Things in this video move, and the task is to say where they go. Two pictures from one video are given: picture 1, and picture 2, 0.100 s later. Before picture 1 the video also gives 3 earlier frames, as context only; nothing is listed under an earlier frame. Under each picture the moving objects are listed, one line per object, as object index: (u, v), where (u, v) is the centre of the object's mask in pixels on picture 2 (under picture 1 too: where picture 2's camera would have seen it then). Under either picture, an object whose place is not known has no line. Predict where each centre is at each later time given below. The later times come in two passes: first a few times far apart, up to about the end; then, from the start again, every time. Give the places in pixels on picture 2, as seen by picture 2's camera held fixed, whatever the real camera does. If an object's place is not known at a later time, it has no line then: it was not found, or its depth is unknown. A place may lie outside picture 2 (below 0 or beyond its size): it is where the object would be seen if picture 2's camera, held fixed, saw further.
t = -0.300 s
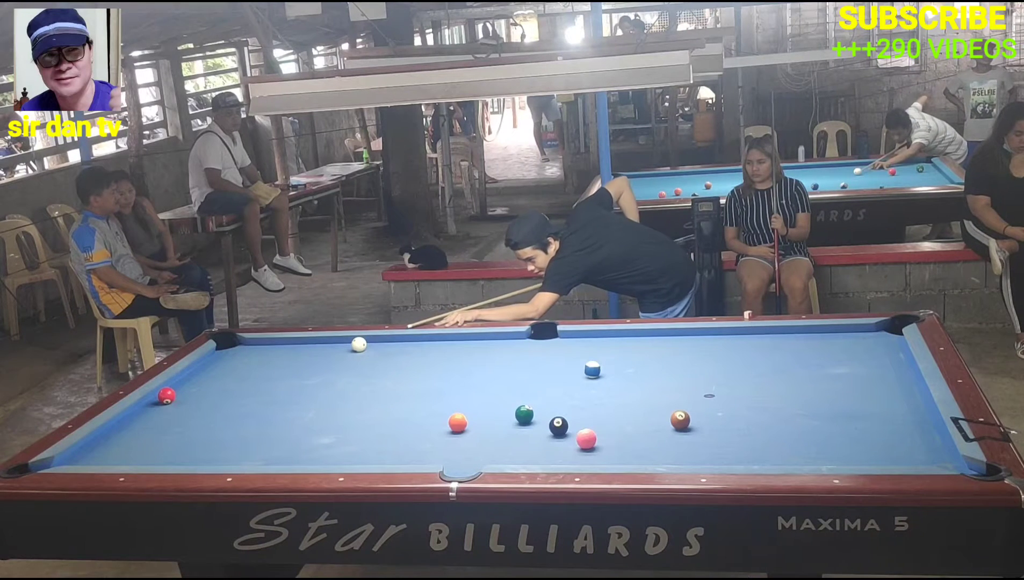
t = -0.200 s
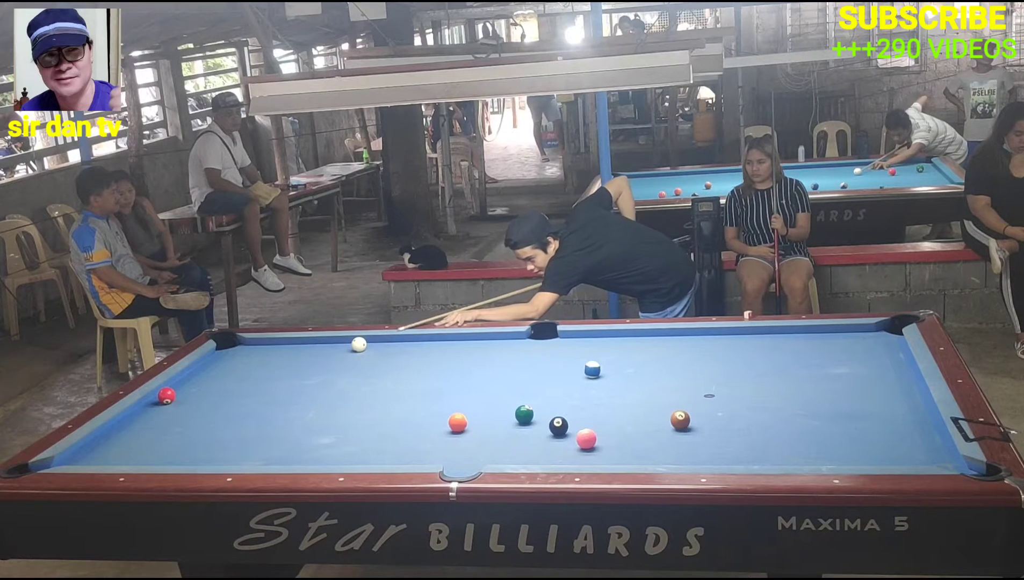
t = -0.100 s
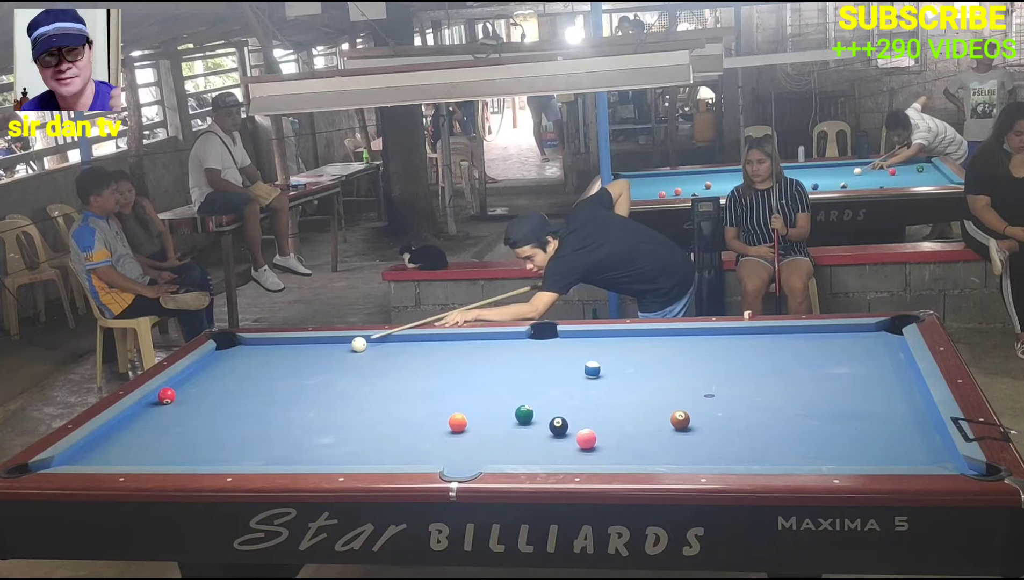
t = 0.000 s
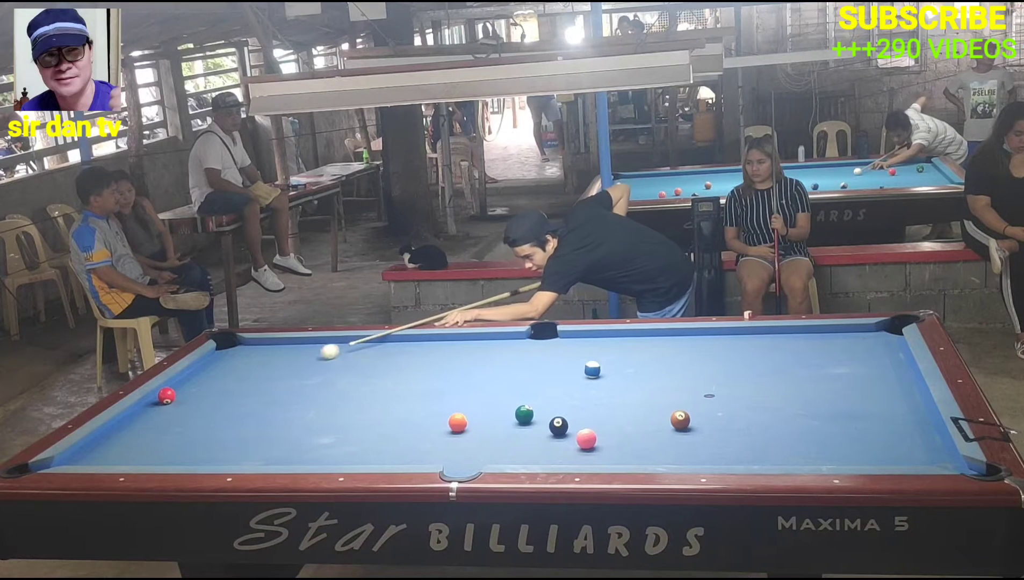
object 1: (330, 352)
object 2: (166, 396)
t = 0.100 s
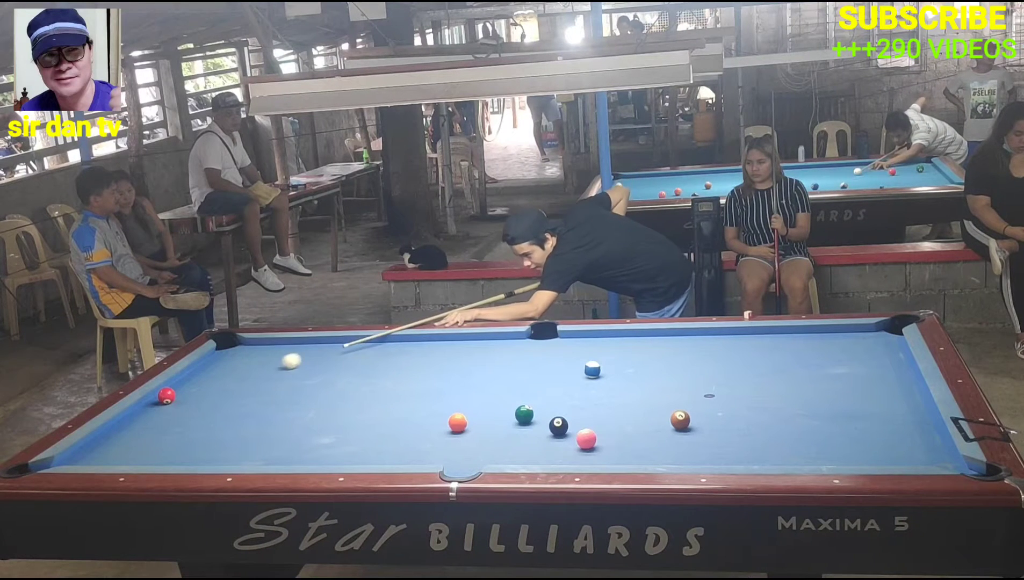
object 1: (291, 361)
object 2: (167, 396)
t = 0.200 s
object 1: (251, 371)
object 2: (166, 396)
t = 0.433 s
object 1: (163, 389)
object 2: (158, 401)
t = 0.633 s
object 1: (189, 391)
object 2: (134, 416)
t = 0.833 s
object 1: (217, 391)
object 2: (108, 431)
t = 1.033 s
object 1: (245, 391)
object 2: (82, 447)
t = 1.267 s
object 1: (276, 392)
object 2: (58, 461)
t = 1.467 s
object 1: (302, 392)
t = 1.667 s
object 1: (328, 393)
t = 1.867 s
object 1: (353, 393)
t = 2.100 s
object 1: (381, 393)
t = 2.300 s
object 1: (403, 393)
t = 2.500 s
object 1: (426, 393)
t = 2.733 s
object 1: (450, 394)
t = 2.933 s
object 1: (470, 394)
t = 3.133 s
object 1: (489, 395)
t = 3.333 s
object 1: (507, 395)
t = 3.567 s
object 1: (528, 395)
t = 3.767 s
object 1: (544, 395)
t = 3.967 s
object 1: (559, 396)
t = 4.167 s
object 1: (573, 396)
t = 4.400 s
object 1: (589, 396)
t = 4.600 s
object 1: (601, 396)
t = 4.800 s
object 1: (612, 396)
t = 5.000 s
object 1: (622, 396)
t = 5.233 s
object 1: (632, 396)
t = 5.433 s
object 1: (640, 396)
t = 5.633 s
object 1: (646, 396)
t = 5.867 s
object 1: (653, 396)
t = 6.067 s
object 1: (657, 396)
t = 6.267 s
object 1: (660, 396)
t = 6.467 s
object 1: (662, 397)
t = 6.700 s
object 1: (662, 396)
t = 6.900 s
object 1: (662, 397)
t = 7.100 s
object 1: (661, 397)
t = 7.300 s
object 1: (661, 397)
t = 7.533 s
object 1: (661, 397)
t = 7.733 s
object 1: (661, 397)
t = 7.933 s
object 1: (660, 397)
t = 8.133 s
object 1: (660, 397)
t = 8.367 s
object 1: (660, 397)
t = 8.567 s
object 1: (661, 397)
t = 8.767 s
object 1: (661, 397)
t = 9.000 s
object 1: (661, 397)
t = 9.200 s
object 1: (661, 397)
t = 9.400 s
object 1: (661, 397)
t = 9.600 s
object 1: (661, 397)
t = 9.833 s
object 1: (661, 397)
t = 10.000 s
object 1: (661, 397)
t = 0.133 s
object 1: (278, 365)
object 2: (166, 396)
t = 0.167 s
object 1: (265, 368)
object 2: (167, 396)
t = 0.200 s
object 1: (251, 371)
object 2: (166, 396)
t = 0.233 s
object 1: (238, 375)
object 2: (167, 396)
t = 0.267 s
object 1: (224, 378)
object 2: (166, 396)
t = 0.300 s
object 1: (210, 381)
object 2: (166, 396)
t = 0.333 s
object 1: (196, 385)
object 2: (167, 396)
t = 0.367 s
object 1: (183, 388)
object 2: (166, 396)
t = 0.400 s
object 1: (173, 389)
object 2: (163, 398)
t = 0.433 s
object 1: (163, 389)
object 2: (158, 401)
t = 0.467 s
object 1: (165, 390)
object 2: (154, 403)
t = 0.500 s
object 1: (170, 390)
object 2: (150, 406)
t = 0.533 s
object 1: (175, 390)
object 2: (146, 408)
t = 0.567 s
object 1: (179, 391)
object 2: (142, 411)
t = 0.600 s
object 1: (184, 391)
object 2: (138, 413)
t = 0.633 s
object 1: (189, 391)
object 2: (134, 416)
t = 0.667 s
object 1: (194, 391)
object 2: (129, 418)
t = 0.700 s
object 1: (198, 391)
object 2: (125, 421)
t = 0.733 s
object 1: (203, 391)
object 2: (121, 423)
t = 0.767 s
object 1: (207, 391)
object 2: (117, 426)
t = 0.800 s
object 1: (212, 391)
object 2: (113, 428)
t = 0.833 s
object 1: (217, 391)
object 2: (108, 431)
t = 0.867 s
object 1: (222, 391)
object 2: (104, 433)
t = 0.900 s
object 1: (226, 391)
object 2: (100, 436)
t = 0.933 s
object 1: (231, 391)
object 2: (95, 439)
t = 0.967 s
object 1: (235, 391)
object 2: (91, 442)
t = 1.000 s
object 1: (240, 391)
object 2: (87, 444)
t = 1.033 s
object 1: (245, 391)
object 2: (82, 447)
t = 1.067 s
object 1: (249, 391)
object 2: (78, 450)
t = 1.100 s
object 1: (254, 391)
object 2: (73, 453)
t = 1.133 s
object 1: (258, 391)
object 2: (70, 455)
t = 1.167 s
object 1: (263, 392)
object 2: (67, 457)
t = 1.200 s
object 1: (267, 392)
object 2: (64, 458)
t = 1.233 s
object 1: (272, 392)
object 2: (61, 460)
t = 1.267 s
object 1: (276, 392)
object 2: (58, 461)
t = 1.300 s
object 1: (281, 392)
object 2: (54, 463)
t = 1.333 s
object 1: (285, 392)
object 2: (50, 465)
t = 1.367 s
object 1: (289, 392)
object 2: (48, 465)
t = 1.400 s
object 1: (294, 392)
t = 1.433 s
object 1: (298, 392)
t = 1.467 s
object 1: (302, 392)
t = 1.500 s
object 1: (307, 393)
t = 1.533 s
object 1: (311, 392)
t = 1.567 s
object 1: (315, 392)
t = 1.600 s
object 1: (320, 392)
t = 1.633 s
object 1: (324, 393)
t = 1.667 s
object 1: (328, 393)
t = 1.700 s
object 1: (332, 393)
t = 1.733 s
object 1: (336, 393)
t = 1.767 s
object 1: (340, 393)
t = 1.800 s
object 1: (345, 393)
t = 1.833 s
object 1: (349, 393)
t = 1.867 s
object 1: (353, 393)
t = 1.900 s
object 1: (357, 393)
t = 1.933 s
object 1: (361, 393)
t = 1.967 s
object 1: (365, 393)
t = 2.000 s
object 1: (369, 393)
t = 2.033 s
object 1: (373, 393)
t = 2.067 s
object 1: (376, 393)
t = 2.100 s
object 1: (381, 393)
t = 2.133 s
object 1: (384, 393)
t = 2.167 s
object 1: (389, 393)
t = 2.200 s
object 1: (392, 393)
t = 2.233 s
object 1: (396, 393)
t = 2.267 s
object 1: (400, 393)
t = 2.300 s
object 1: (403, 393)
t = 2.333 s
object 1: (407, 393)
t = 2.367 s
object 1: (411, 393)
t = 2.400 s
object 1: (414, 394)
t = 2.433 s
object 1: (418, 393)
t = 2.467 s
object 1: (422, 394)
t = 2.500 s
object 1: (426, 393)
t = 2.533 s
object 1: (429, 393)
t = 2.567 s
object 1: (432, 394)
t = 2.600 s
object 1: (436, 394)
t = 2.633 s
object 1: (440, 394)
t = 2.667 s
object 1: (443, 394)
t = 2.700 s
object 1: (446, 394)
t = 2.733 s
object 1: (450, 394)
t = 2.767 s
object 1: (453, 394)
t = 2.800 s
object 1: (457, 394)
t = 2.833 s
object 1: (460, 394)
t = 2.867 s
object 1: (464, 394)
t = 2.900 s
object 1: (467, 394)
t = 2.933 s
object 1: (470, 394)
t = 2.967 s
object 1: (474, 394)
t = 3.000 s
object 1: (477, 394)
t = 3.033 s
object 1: (480, 394)
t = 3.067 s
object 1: (483, 394)
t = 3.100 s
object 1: (486, 394)
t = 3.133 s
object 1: (489, 395)
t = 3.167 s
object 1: (492, 394)
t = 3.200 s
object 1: (496, 394)
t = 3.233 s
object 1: (498, 395)
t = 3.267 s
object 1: (501, 395)
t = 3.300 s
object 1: (505, 395)
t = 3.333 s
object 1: (507, 395)
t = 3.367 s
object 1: (511, 395)
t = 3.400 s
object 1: (513, 395)
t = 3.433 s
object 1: (516, 395)
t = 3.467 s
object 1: (519, 395)
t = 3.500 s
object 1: (522, 395)
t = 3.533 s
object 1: (525, 395)
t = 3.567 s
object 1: (528, 395)
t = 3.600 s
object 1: (530, 395)
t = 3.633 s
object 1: (533, 395)
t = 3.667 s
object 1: (536, 395)
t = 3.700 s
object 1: (538, 395)
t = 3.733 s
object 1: (541, 395)
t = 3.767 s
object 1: (544, 395)
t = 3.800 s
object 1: (546, 395)
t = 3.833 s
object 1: (549, 395)
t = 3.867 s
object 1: (552, 395)
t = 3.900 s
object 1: (554, 396)
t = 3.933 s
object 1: (556, 396)
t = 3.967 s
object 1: (559, 396)
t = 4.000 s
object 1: (562, 396)
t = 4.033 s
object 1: (564, 396)
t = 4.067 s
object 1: (566, 396)
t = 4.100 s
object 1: (569, 396)
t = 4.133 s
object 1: (571, 396)
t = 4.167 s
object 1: (573, 396)
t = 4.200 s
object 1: (575, 396)
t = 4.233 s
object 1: (578, 396)
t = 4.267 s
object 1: (580, 396)
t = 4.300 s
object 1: (582, 396)
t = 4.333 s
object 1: (584, 396)
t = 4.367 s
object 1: (586, 396)
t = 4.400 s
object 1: (589, 396)
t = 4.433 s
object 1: (591, 396)
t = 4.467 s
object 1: (593, 396)
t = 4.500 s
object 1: (595, 396)
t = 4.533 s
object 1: (597, 396)
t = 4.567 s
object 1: (599, 396)
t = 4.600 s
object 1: (601, 396)
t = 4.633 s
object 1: (603, 396)
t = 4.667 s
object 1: (605, 396)
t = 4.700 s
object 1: (606, 396)
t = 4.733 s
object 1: (608, 396)
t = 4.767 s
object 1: (610, 396)
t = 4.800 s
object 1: (612, 396)
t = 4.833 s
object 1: (613, 396)
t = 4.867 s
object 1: (615, 396)
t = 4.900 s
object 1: (617, 396)
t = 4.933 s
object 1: (619, 396)
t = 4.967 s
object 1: (620, 396)
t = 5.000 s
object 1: (622, 396)
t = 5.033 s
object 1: (623, 396)
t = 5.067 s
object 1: (625, 396)
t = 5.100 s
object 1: (626, 396)
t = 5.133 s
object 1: (628, 396)
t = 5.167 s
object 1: (629, 396)
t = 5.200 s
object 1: (631, 396)
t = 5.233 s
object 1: (632, 396)
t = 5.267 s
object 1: (634, 396)
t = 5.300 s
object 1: (635, 396)
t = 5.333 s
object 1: (636, 396)
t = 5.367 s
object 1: (637, 396)
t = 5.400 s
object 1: (638, 396)
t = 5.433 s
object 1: (640, 396)
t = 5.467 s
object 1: (641, 396)
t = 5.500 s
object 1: (642, 396)
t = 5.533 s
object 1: (643, 396)
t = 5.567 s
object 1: (644, 396)
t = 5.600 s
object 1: (645, 396)
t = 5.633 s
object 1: (646, 396)
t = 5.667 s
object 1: (647, 396)
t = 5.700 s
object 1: (648, 396)
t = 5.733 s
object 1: (649, 396)
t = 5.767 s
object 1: (650, 396)
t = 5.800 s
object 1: (651, 396)
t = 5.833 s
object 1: (652, 396)
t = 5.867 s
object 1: (653, 396)
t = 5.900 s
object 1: (654, 396)
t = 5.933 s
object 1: (654, 396)
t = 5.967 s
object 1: (655, 396)
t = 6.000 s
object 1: (656, 396)
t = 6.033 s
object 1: (657, 396)
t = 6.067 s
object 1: (657, 396)
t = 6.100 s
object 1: (658, 396)
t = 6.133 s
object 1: (658, 396)
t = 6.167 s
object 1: (659, 396)
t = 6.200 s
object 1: (659, 396)
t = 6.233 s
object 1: (660, 396)
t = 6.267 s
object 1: (660, 396)
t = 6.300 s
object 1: (661, 396)
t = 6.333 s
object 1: (661, 397)
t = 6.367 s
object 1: (661, 396)
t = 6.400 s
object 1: (661, 396)
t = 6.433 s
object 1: (661, 397)
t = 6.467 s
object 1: (662, 397)
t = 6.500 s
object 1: (662, 397)
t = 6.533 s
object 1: (662, 397)
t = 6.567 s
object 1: (662, 397)
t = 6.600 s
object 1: (662, 397)
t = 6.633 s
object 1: (662, 397)
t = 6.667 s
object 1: (662, 396)
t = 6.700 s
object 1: (662, 396)
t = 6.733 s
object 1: (662, 397)
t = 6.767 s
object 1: (662, 397)
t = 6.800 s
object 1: (662, 397)
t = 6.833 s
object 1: (662, 397)
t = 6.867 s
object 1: (662, 397)
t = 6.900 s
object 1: (662, 397)
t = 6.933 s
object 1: (661, 397)
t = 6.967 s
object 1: (661, 397)
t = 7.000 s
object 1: (661, 397)
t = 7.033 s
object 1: (661, 397)
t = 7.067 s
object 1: (661, 397)
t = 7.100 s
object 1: (661, 397)
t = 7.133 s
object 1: (661, 397)
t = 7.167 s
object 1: (661, 397)
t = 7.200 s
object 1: (661, 397)
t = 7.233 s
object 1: (661, 397)
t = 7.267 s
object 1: (661, 397)
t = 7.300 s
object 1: (661, 397)
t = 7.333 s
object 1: (661, 397)
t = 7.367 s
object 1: (661, 397)
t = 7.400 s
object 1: (661, 397)
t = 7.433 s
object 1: (661, 397)
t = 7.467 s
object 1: (661, 397)
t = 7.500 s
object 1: (661, 397)
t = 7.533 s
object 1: (661, 397)
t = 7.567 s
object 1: (661, 397)
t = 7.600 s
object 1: (661, 397)
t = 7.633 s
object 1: (661, 397)
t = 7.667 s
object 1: (661, 397)
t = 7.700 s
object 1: (661, 397)
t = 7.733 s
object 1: (661, 397)
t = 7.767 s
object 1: (661, 397)
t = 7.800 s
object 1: (661, 397)
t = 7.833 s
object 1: (661, 397)
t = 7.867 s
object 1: (661, 397)
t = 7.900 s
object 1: (661, 397)
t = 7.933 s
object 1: (660, 397)
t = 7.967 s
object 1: (661, 397)
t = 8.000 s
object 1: (661, 397)
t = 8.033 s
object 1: (661, 397)
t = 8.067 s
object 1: (660, 397)
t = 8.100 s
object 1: (660, 397)
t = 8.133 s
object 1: (660, 397)
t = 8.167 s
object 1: (660, 397)
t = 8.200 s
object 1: (660, 397)
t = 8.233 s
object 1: (660, 397)
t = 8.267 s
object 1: (660, 397)
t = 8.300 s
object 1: (660, 397)
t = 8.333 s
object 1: (660, 397)
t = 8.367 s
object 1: (660, 397)
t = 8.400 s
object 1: (660, 397)
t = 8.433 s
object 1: (661, 397)
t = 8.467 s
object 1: (661, 397)
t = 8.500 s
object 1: (661, 397)
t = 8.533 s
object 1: (661, 397)
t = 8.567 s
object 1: (661, 397)
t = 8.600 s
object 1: (661, 397)
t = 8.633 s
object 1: (661, 397)
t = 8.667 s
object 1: (661, 397)
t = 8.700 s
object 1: (661, 397)
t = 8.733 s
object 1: (661, 397)
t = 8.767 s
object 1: (661, 397)
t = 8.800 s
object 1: (661, 397)
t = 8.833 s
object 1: (661, 397)
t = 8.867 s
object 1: (661, 397)
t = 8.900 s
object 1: (661, 397)
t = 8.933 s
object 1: (661, 397)
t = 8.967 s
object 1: (661, 397)
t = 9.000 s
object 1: (661, 397)
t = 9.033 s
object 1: (661, 397)
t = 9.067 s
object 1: (661, 397)
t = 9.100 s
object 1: (661, 397)
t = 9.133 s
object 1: (661, 397)
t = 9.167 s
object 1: (661, 397)
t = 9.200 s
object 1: (661, 397)
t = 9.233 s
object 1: (661, 397)
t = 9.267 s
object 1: (661, 397)
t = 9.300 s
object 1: (661, 397)
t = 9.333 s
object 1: (661, 397)
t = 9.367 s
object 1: (661, 397)
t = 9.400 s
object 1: (661, 397)
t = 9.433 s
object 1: (661, 397)
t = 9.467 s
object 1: (661, 397)
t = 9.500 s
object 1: (661, 397)
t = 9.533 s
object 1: (661, 397)
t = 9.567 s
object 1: (661, 397)
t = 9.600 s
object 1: (661, 397)
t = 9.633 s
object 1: (661, 397)
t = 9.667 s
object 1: (661, 397)
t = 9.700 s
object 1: (661, 397)
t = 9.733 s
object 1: (661, 397)
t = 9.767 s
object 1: (661, 397)
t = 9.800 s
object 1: (661, 397)
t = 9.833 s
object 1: (661, 397)
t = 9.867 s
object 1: (661, 397)
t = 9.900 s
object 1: (661, 397)
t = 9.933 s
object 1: (661, 397)
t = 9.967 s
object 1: (661, 397)
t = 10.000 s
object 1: (661, 397)
